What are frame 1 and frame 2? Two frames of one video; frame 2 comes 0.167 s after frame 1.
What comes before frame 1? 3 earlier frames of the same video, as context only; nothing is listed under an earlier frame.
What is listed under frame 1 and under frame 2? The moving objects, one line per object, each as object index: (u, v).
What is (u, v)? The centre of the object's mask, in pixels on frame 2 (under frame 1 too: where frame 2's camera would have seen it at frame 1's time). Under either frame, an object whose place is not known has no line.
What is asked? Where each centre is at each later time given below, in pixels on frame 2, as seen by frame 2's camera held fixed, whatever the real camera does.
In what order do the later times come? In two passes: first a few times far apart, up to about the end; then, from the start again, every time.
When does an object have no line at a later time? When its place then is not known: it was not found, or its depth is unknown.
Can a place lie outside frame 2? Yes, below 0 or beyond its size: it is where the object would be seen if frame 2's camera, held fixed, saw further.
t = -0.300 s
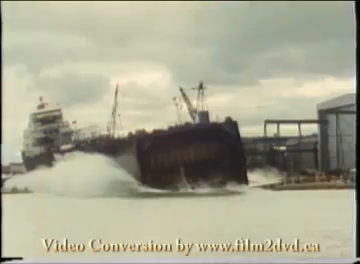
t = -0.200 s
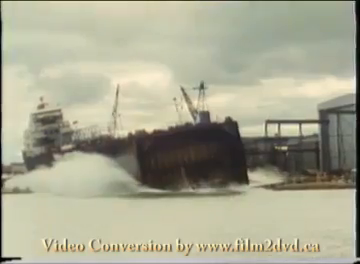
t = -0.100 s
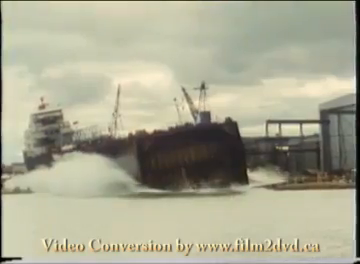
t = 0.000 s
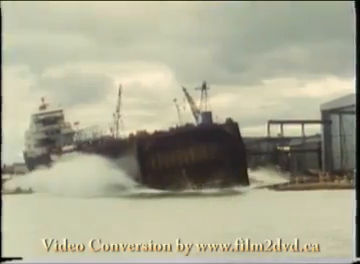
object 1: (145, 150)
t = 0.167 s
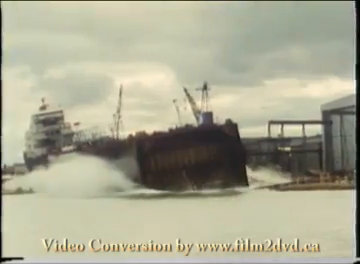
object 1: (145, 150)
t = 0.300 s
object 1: (145, 150)
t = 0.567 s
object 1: (145, 151)
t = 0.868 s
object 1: (144, 152)
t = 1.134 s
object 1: (144, 152)
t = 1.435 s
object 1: (143, 152)
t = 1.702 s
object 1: (142, 153)
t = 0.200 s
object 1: (145, 150)
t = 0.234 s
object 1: (145, 150)
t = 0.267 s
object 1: (145, 150)
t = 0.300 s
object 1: (145, 150)
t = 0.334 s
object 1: (145, 150)
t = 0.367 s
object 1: (145, 150)
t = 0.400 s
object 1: (145, 150)
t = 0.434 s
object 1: (145, 150)
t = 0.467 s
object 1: (145, 150)
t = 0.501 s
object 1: (145, 151)
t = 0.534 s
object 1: (145, 151)
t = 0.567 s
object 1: (145, 151)
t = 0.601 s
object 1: (145, 151)
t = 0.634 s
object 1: (145, 151)
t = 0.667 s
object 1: (145, 151)
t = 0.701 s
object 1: (145, 151)
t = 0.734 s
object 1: (145, 151)
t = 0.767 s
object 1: (145, 151)
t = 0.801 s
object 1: (145, 152)
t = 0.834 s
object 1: (144, 152)
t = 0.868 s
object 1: (144, 152)
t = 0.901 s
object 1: (144, 152)
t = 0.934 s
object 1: (145, 152)
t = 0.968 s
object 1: (145, 152)
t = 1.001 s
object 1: (145, 152)
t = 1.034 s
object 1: (145, 152)
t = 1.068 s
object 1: (145, 152)
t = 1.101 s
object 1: (144, 152)
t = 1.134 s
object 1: (144, 152)
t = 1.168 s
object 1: (144, 152)
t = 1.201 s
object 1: (144, 152)
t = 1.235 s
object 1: (144, 152)
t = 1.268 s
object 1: (144, 152)
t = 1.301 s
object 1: (144, 152)
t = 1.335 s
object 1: (144, 152)
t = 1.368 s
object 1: (144, 152)
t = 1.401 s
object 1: (144, 152)
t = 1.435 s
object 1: (143, 152)
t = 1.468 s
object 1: (143, 152)
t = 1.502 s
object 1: (143, 152)
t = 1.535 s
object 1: (143, 153)
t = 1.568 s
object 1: (143, 153)
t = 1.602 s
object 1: (143, 153)
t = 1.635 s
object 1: (142, 153)
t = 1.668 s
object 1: (142, 153)
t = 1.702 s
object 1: (142, 153)
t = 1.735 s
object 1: (142, 153)
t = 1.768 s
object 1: (142, 153)
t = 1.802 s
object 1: (142, 153)
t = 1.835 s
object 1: (142, 153)
